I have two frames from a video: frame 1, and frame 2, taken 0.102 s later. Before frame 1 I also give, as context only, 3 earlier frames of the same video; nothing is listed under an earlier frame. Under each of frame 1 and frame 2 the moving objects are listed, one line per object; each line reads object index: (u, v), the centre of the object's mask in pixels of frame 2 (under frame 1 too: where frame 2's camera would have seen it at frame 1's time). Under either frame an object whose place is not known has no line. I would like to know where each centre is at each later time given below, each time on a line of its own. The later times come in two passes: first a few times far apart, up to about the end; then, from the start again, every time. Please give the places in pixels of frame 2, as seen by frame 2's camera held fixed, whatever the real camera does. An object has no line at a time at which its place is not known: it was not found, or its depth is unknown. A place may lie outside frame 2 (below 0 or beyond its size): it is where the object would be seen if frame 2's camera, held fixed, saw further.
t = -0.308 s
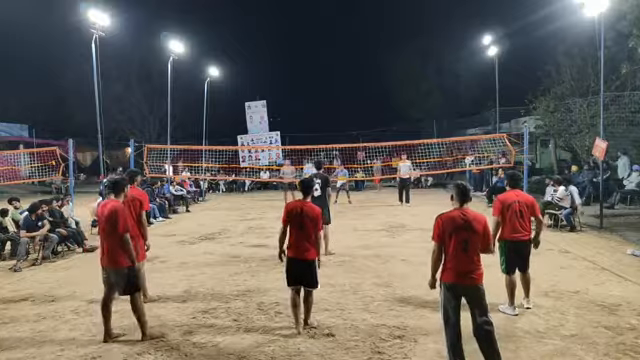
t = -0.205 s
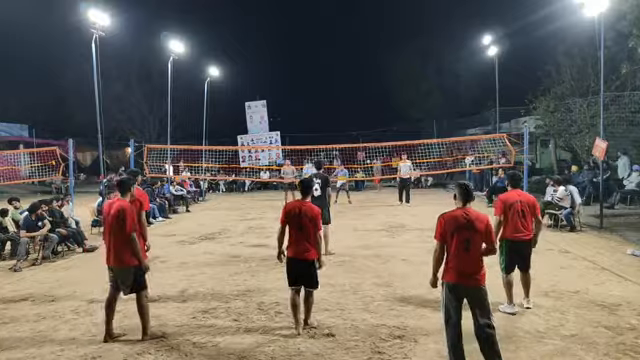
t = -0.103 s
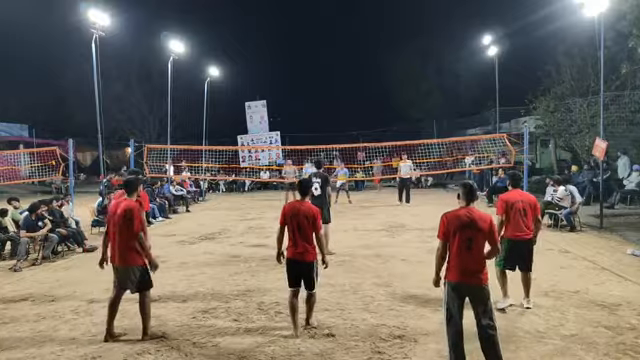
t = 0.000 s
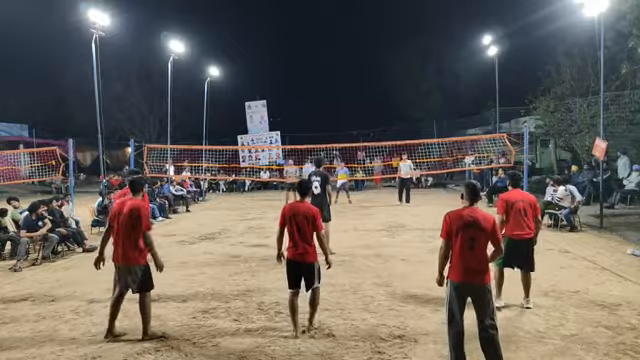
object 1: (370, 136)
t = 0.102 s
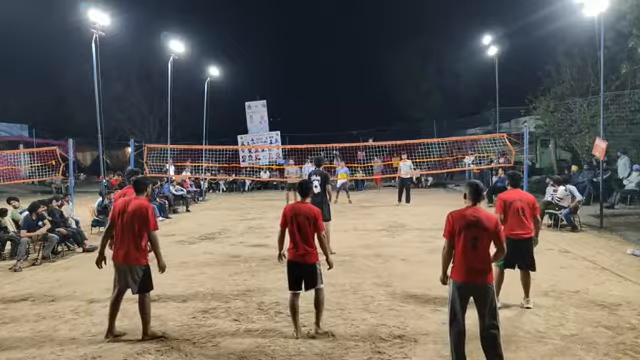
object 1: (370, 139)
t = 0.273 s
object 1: (374, 110)
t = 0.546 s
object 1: (384, 63)
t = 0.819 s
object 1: (399, 24)
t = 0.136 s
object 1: (371, 135)
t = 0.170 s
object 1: (372, 127)
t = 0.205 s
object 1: (372, 123)
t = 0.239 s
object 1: (373, 116)
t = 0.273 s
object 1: (374, 110)
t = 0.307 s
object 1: (375, 104)
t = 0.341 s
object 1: (376, 98)
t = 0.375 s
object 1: (378, 92)
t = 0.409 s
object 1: (379, 86)
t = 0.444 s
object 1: (380, 80)
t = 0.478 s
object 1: (382, 75)
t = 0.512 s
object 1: (383, 69)
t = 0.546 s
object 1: (384, 63)
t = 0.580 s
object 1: (386, 58)
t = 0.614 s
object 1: (388, 53)
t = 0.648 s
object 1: (390, 47)
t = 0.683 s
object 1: (391, 42)
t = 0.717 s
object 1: (393, 38)
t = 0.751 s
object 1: (395, 32)
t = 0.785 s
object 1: (397, 28)
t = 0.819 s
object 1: (399, 24)
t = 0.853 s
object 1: (401, 20)
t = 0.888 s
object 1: (404, 16)
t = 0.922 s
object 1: (406, 12)
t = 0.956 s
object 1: (409, 9)
